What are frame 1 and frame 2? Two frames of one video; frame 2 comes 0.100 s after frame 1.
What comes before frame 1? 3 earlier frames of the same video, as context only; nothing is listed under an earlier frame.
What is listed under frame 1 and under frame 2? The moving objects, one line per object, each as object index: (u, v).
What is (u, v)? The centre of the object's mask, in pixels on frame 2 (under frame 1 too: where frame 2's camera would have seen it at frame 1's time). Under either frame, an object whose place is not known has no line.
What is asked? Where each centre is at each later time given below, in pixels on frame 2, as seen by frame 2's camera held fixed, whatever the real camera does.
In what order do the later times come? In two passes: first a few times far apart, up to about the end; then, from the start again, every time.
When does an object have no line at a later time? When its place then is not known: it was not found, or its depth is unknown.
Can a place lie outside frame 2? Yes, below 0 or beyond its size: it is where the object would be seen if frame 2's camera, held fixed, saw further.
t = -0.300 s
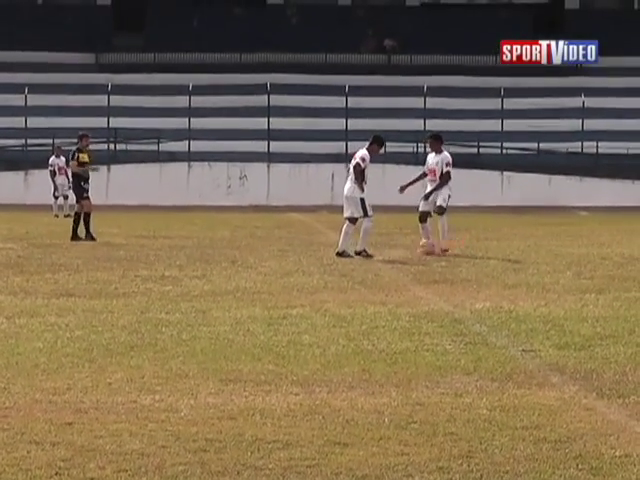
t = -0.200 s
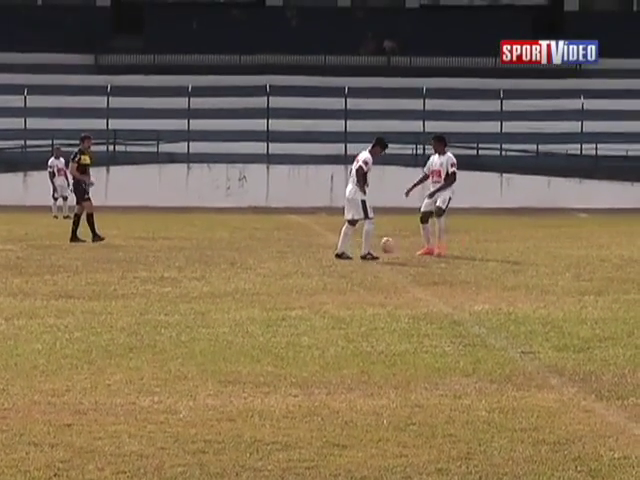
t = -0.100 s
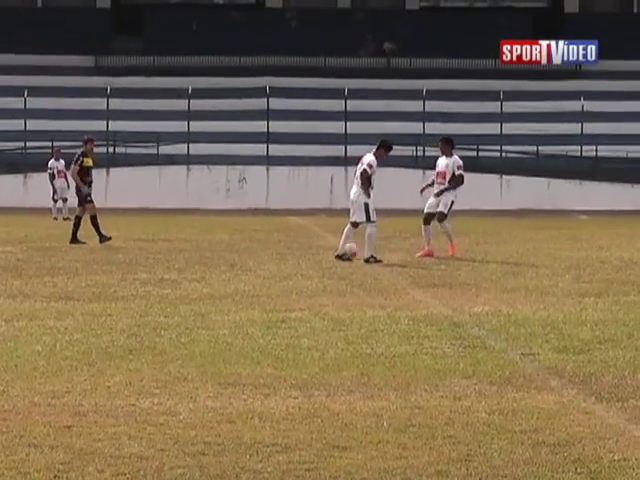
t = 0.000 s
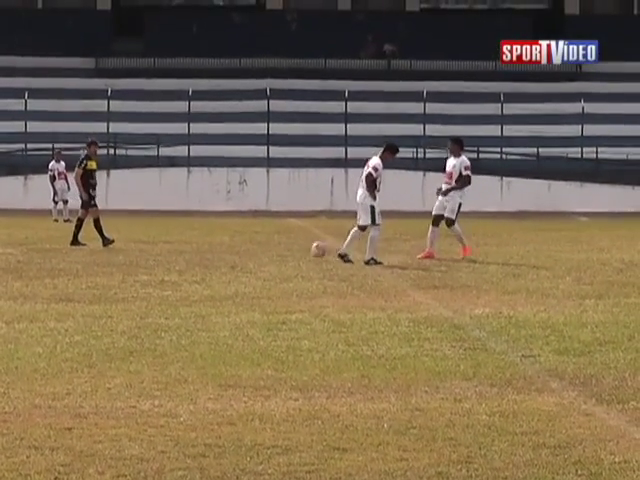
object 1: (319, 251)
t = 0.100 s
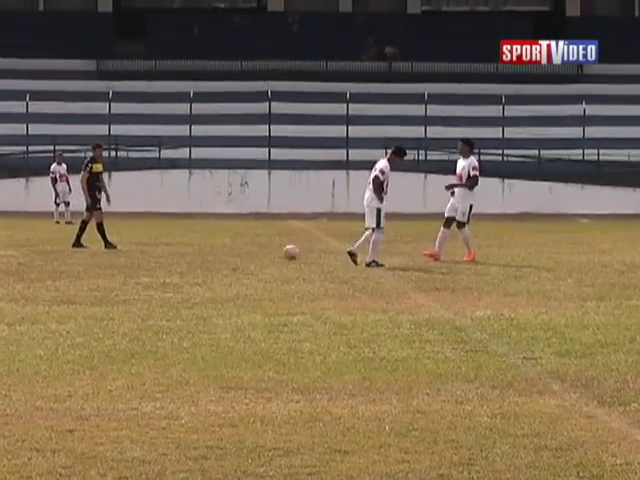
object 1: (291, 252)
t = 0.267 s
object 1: (246, 249)
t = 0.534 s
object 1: (180, 250)
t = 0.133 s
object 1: (281, 254)
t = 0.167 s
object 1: (272, 255)
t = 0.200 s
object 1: (263, 253)
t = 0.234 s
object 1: (254, 250)
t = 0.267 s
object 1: (246, 249)
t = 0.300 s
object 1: (238, 248)
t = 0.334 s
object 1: (230, 248)
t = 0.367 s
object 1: (222, 248)
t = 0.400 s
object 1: (214, 250)
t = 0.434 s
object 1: (205, 253)
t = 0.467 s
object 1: (197, 254)
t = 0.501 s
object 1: (189, 252)
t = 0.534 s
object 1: (180, 250)
